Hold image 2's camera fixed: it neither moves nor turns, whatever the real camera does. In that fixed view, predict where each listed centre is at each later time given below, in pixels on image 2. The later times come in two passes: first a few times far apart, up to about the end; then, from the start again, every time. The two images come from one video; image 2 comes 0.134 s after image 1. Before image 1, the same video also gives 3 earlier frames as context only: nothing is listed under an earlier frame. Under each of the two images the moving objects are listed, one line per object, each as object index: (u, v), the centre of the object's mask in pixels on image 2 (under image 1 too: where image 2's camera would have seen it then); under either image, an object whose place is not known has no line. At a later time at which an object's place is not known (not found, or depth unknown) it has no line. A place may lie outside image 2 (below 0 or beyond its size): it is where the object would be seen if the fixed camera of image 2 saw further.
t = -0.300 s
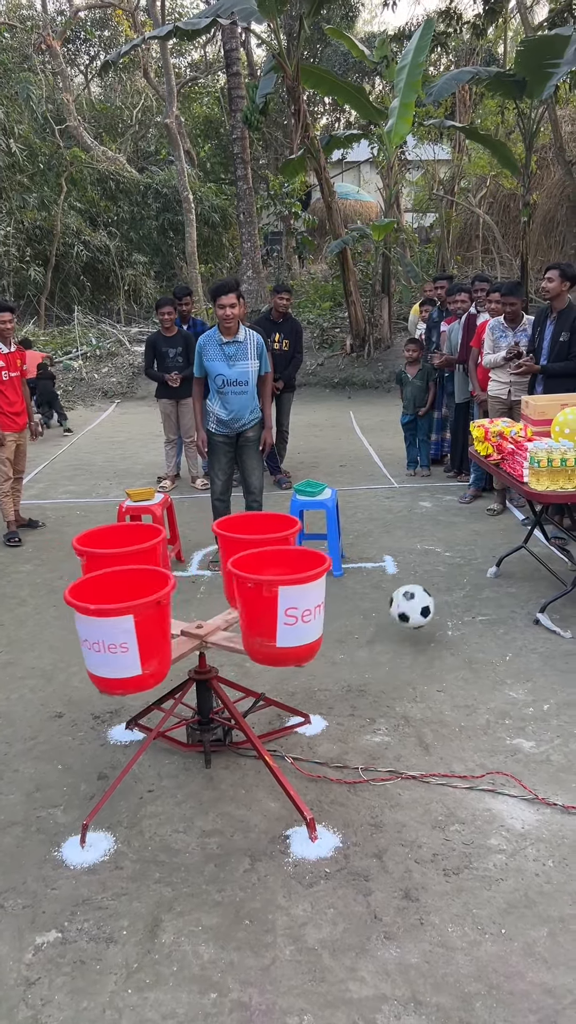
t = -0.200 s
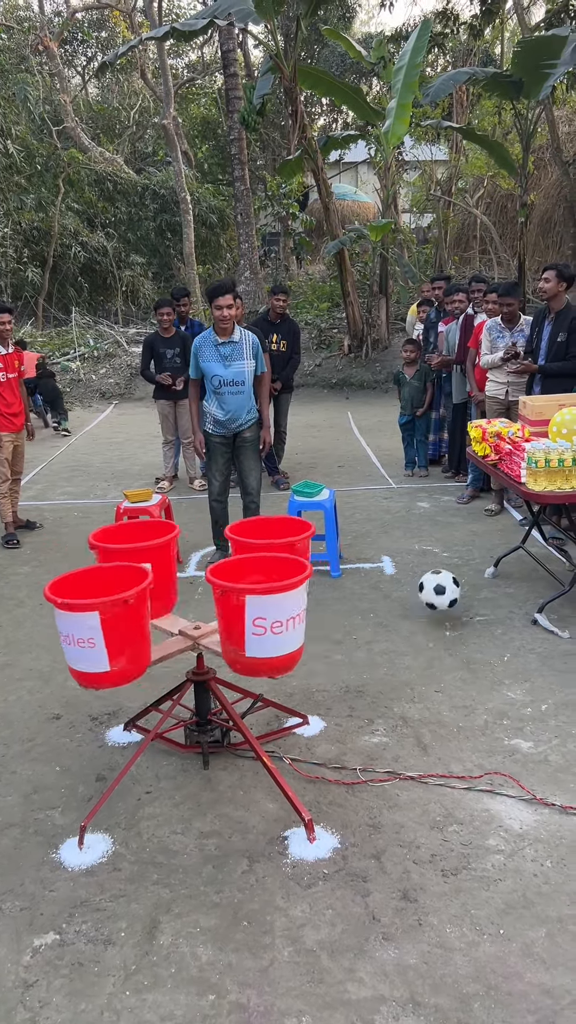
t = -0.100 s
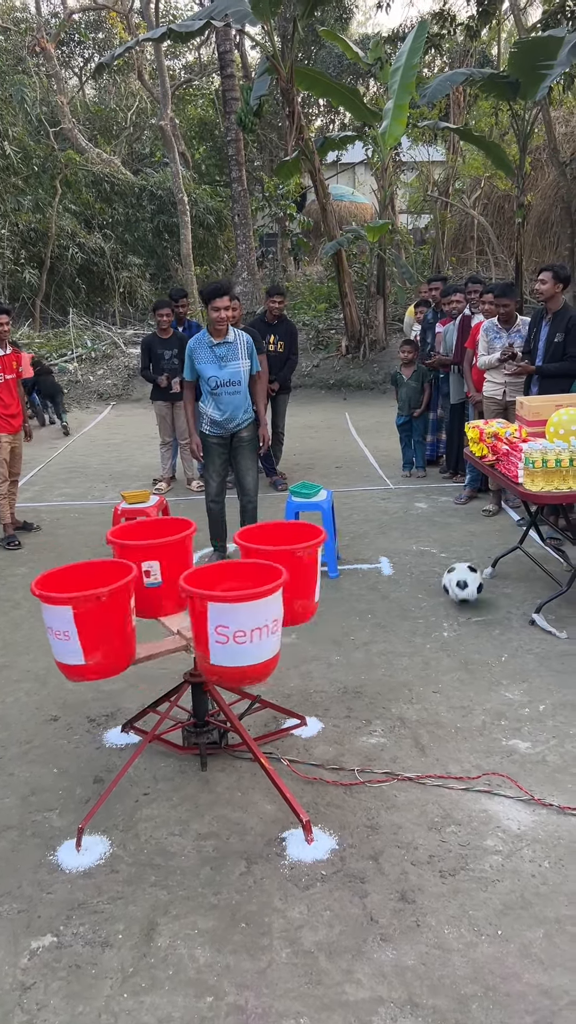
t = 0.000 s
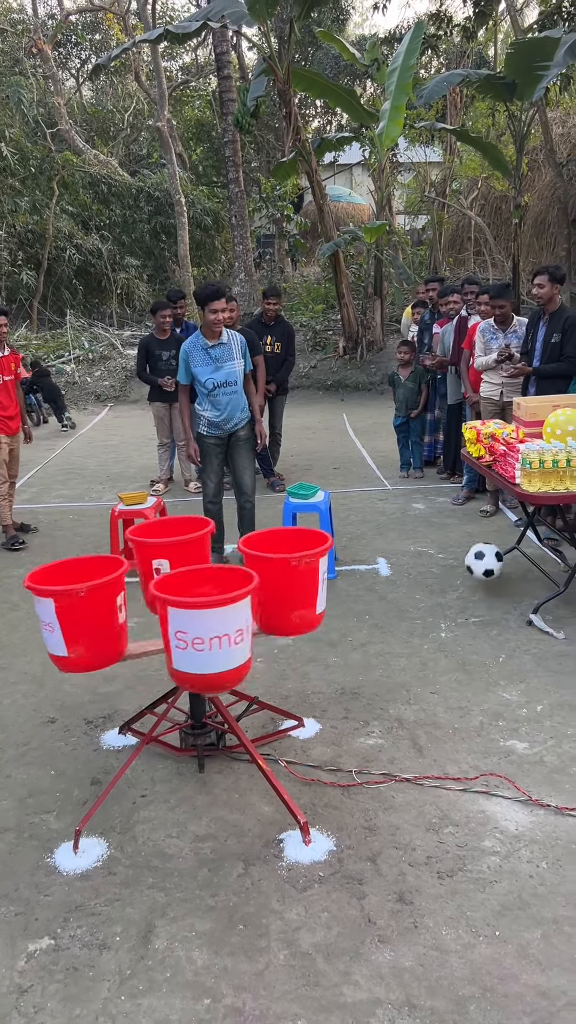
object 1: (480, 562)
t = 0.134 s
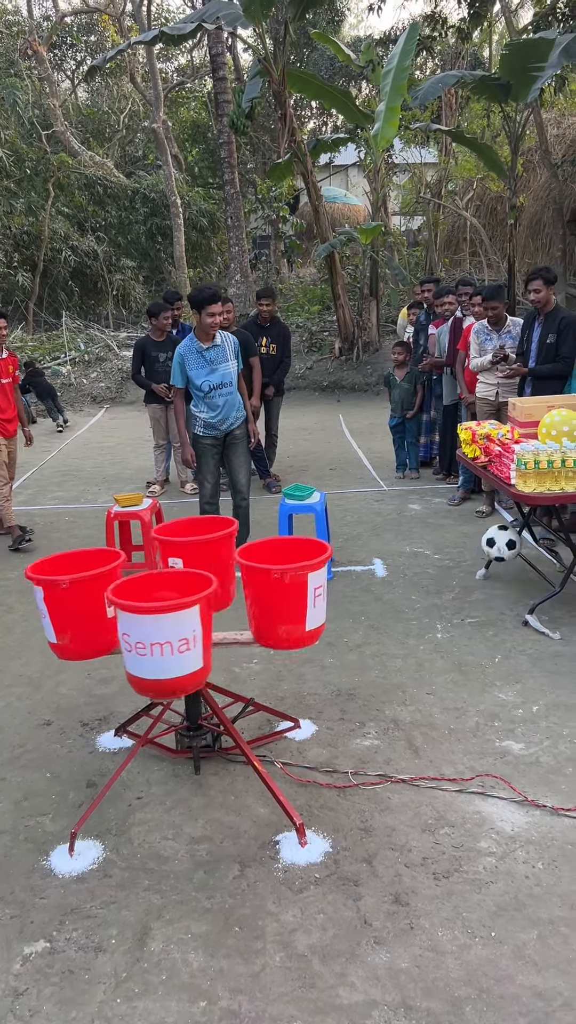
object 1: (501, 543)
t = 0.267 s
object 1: (518, 542)
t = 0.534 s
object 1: (521, 580)
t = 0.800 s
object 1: (518, 599)
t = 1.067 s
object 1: (523, 618)
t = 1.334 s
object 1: (526, 636)
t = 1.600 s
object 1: (526, 656)
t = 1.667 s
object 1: (526, 661)
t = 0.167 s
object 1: (506, 540)
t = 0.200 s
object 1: (510, 538)
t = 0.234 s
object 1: (514, 539)
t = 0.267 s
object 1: (518, 542)
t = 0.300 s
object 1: (523, 547)
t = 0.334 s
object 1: (526, 553)
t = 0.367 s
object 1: (531, 562)
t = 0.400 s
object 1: (530, 564)
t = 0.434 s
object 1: (528, 565)
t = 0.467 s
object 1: (526, 568)
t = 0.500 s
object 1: (523, 573)
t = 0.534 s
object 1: (521, 580)
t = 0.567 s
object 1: (518, 590)
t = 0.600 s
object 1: (516, 601)
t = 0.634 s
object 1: (514, 614)
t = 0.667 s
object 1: (515, 607)
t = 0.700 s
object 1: (516, 602)
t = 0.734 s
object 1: (517, 599)
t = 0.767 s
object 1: (518, 598)
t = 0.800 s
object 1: (518, 599)
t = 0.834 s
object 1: (519, 602)
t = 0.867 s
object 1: (519, 607)
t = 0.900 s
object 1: (520, 614)
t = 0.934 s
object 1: (520, 624)
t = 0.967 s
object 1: (521, 626)
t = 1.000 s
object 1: (521, 621)
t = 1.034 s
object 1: (522, 619)
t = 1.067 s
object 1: (523, 618)
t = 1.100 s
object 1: (523, 620)
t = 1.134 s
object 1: (523, 624)
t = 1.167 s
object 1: (524, 630)
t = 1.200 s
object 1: (524, 639)
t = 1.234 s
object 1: (524, 636)
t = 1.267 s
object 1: (525, 634)
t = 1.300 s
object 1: (525, 634)
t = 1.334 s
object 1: (526, 636)
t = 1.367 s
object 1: (526, 641)
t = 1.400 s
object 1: (526, 648)
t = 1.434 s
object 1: (526, 647)
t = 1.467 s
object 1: (526, 646)
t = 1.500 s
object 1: (526, 648)
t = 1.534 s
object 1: (526, 652)
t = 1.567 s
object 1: (526, 656)
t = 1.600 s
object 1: (526, 656)
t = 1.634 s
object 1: (526, 657)
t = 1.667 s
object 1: (526, 661)
